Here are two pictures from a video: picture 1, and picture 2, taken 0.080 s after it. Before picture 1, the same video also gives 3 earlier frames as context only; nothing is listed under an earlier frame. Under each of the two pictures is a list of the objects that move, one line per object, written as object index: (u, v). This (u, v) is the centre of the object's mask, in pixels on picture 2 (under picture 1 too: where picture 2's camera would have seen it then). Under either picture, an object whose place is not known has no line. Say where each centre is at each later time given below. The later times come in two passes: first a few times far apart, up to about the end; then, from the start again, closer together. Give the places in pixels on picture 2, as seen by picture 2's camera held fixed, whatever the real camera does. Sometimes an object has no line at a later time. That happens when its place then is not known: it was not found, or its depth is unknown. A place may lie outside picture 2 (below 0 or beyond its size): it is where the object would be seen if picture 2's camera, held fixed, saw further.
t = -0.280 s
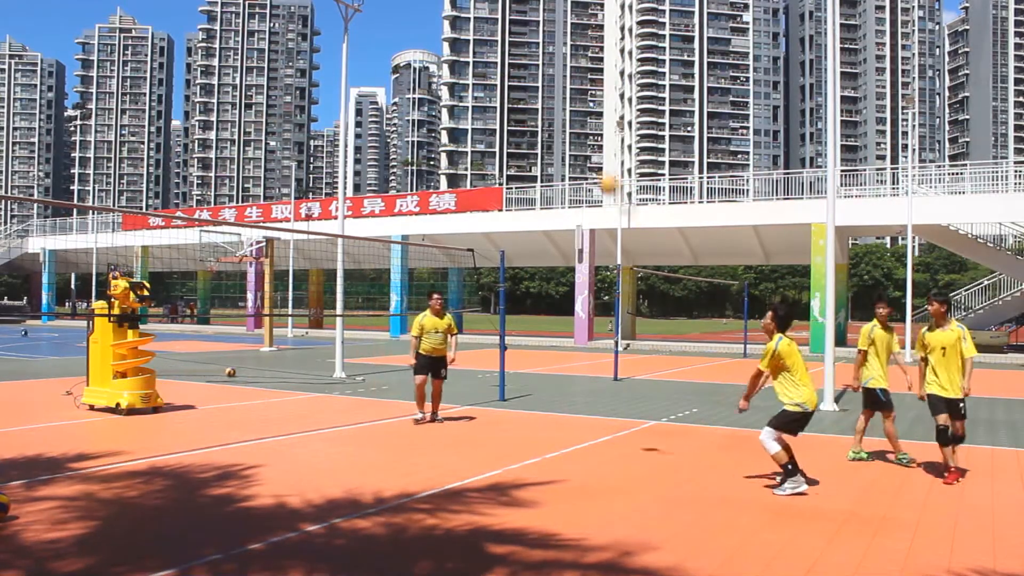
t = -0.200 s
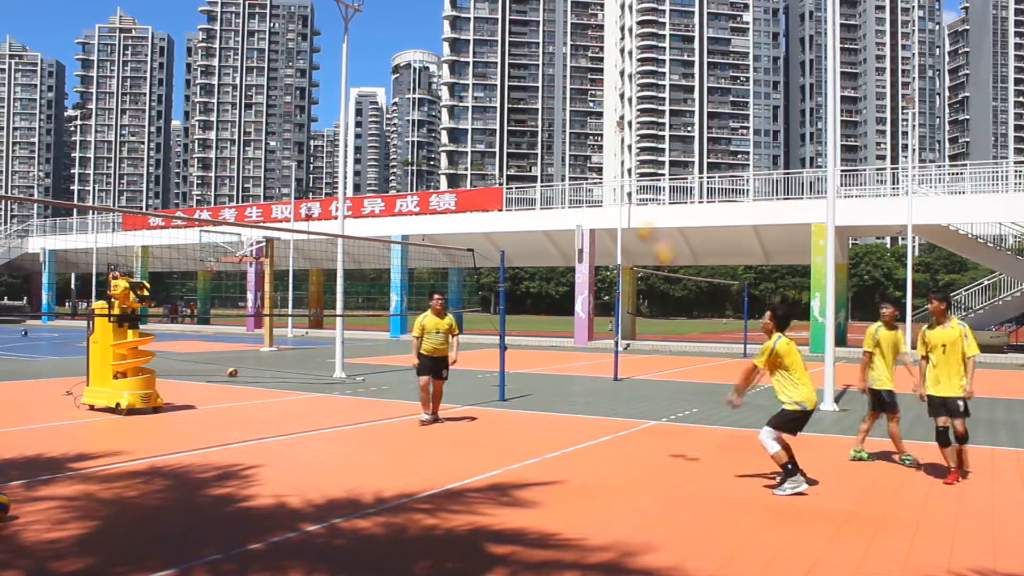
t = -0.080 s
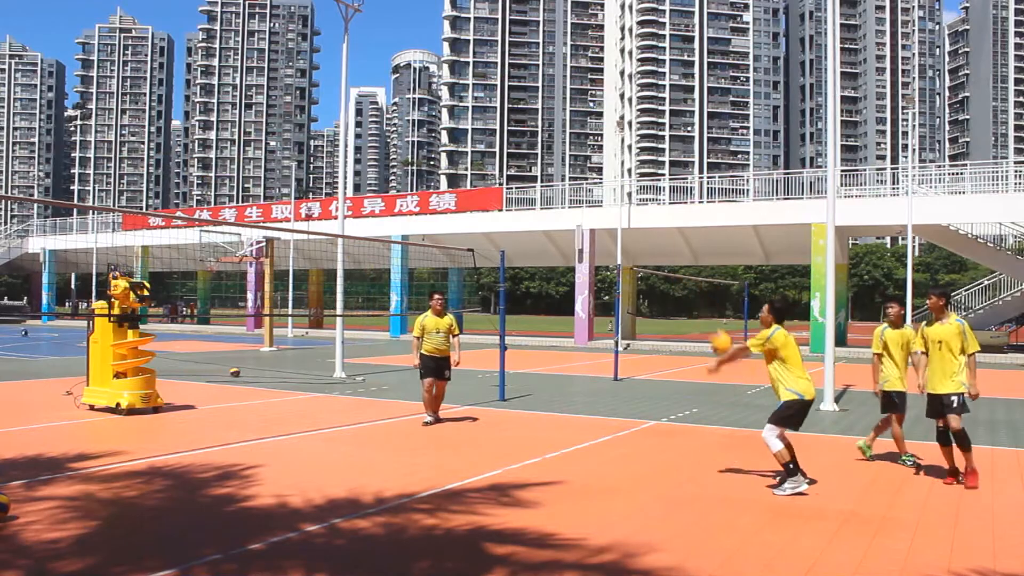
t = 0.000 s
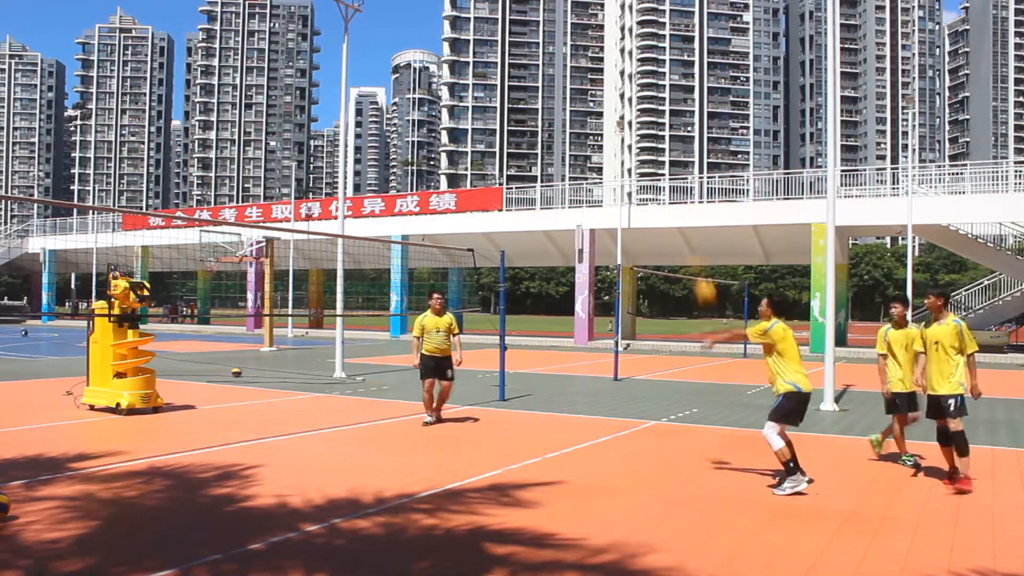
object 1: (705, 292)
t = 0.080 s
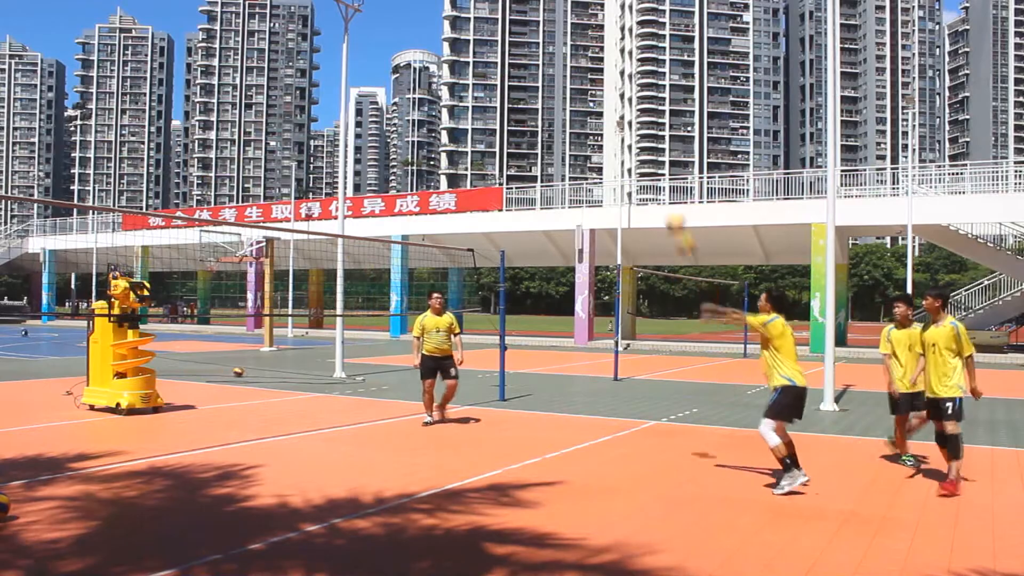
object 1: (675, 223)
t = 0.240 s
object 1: (637, 155)
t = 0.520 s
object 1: (570, 110)
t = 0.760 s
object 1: (519, 146)
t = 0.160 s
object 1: (656, 184)
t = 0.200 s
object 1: (647, 169)
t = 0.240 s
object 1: (637, 155)
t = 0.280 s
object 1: (628, 143)
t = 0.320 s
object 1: (617, 131)
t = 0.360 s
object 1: (607, 121)
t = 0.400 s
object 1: (595, 117)
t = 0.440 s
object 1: (587, 111)
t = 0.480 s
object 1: (579, 110)
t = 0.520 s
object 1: (570, 110)
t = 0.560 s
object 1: (561, 111)
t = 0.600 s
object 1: (551, 115)
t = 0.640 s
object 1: (543, 120)
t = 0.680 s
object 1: (534, 127)
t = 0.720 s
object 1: (527, 137)
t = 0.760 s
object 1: (519, 146)
